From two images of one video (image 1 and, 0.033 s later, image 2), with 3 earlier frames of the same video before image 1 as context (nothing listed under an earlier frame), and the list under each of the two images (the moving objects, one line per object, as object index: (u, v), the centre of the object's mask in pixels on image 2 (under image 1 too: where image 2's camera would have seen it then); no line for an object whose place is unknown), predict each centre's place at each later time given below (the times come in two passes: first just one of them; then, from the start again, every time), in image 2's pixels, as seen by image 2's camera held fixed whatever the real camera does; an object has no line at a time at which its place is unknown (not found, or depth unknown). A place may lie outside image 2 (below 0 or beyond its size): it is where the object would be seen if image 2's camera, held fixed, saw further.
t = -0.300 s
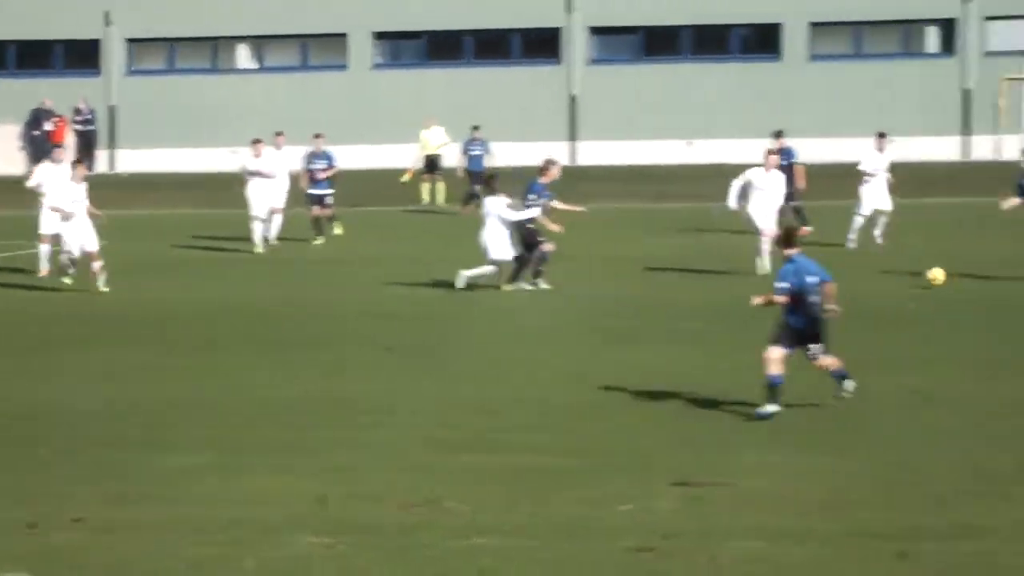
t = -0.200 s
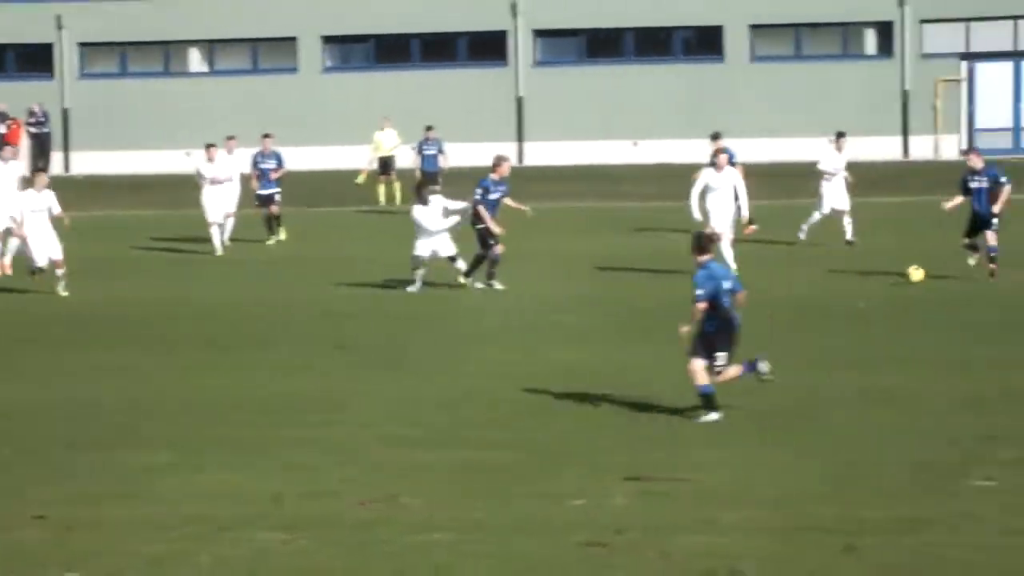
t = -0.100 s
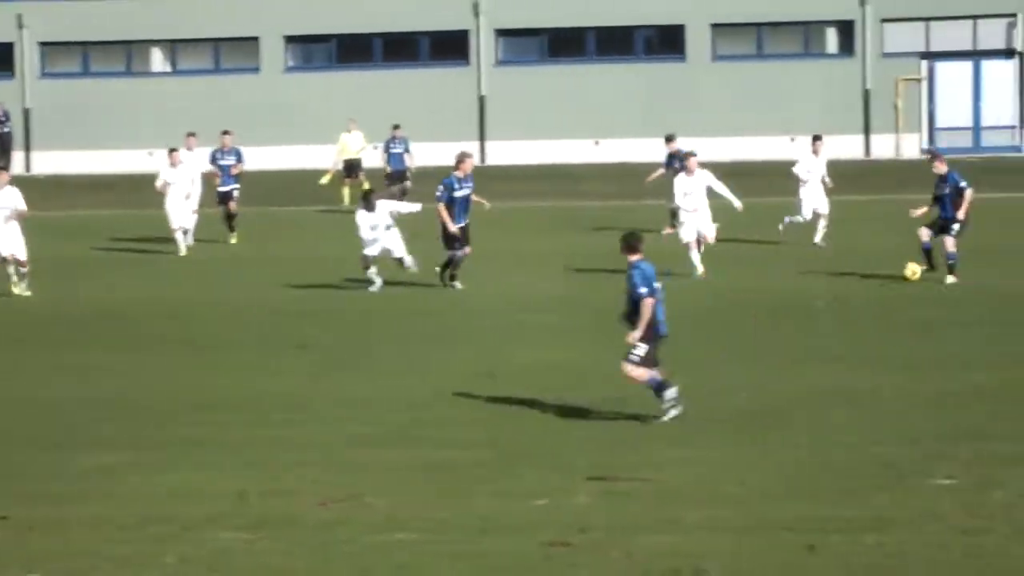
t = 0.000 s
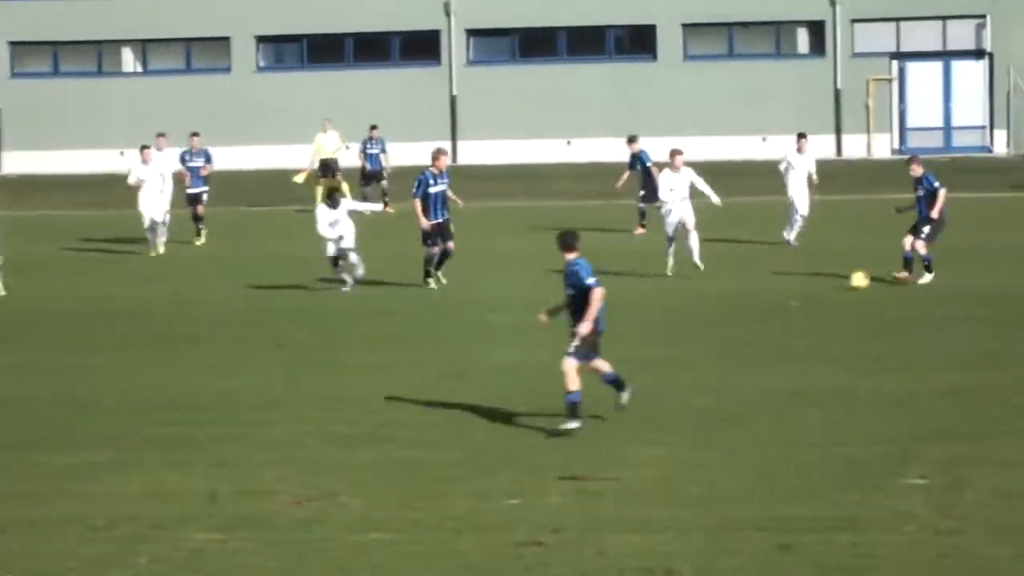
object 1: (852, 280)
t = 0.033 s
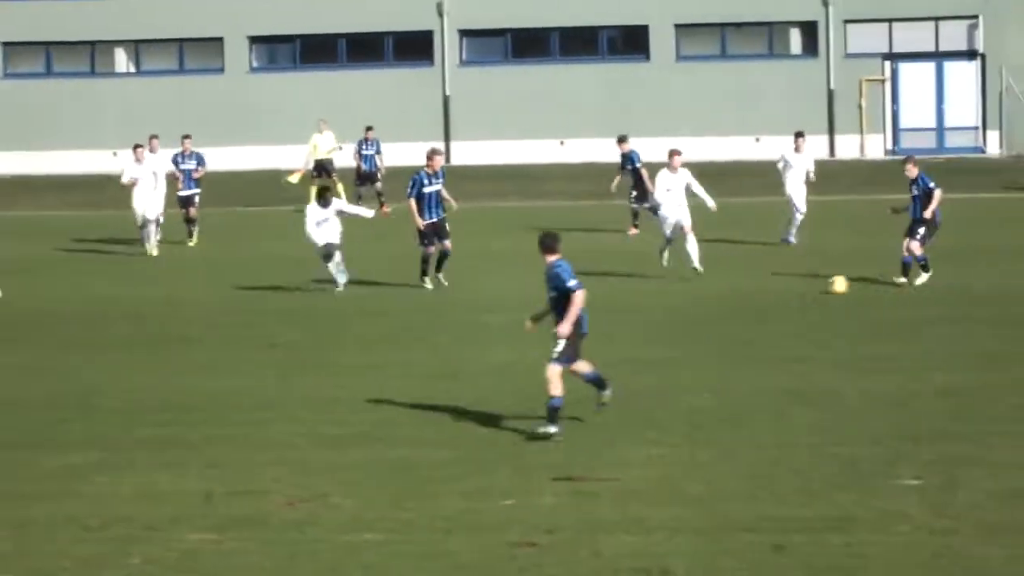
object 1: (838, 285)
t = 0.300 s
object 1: (732, 311)
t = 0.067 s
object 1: (821, 285)
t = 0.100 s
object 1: (805, 287)
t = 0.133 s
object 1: (793, 289)
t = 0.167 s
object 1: (780, 293)
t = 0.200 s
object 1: (767, 298)
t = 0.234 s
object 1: (755, 305)
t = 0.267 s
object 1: (744, 310)
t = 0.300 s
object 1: (732, 311)
